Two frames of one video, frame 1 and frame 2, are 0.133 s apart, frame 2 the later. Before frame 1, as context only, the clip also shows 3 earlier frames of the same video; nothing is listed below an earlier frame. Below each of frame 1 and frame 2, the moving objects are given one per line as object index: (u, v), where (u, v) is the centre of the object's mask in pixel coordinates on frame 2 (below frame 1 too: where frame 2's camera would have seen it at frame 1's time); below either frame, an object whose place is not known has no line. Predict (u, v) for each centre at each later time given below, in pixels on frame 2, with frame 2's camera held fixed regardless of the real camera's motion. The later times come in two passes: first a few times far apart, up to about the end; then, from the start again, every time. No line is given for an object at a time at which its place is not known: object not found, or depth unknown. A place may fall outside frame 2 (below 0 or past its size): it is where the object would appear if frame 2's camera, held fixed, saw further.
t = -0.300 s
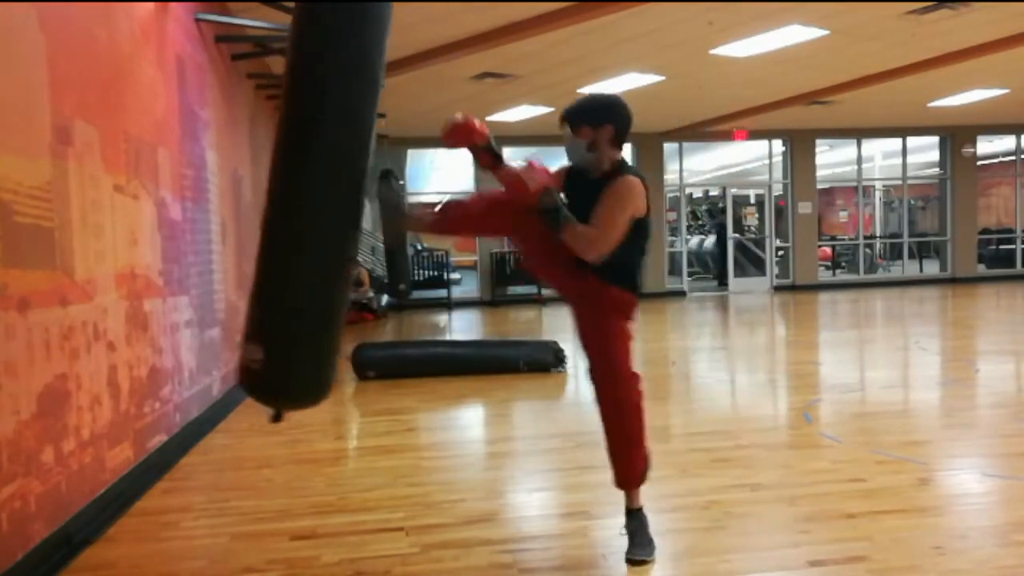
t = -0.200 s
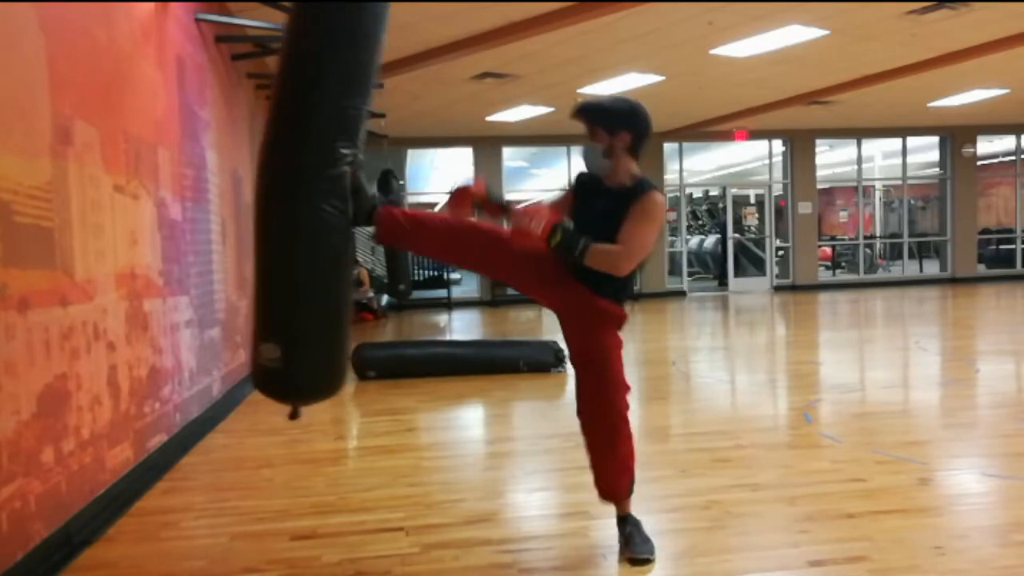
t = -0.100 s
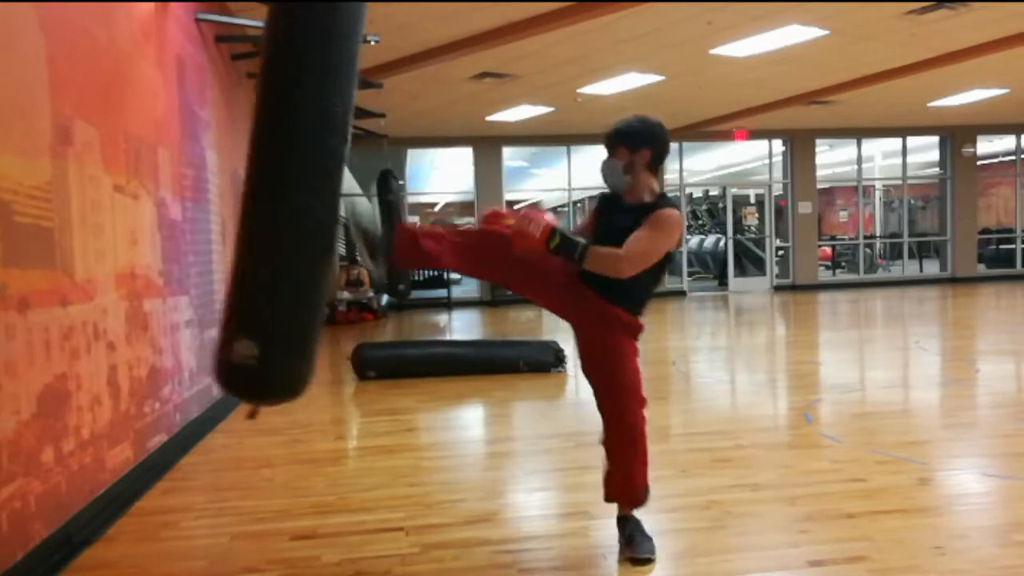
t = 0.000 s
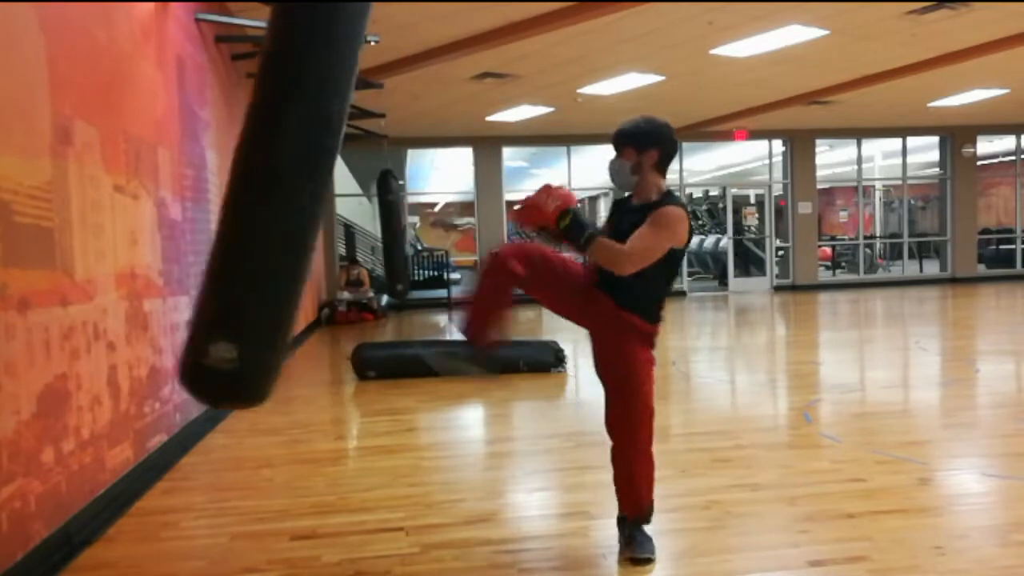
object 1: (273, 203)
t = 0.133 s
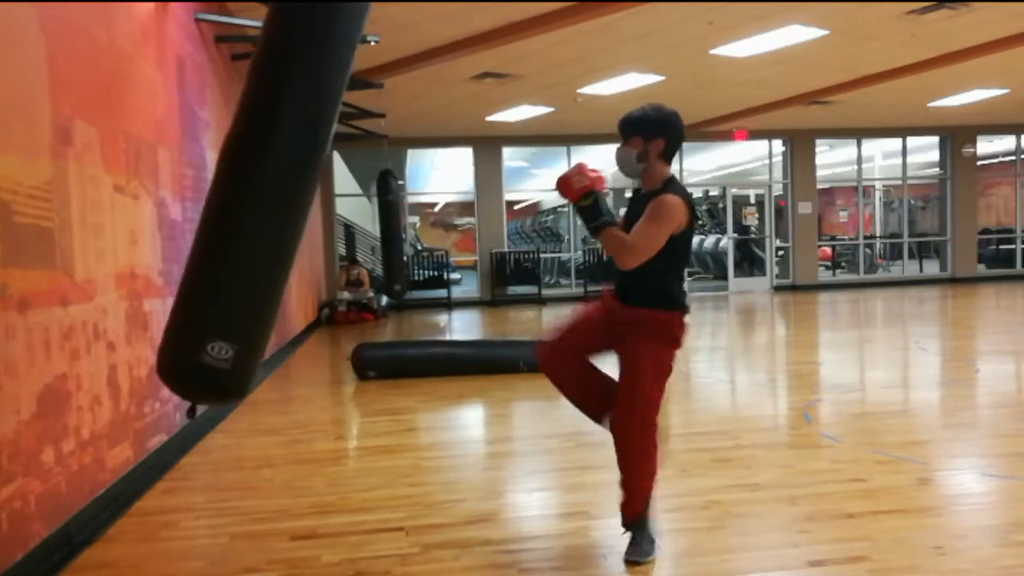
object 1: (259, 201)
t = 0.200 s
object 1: (255, 202)
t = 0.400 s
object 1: (260, 206)
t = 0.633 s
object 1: (299, 210)
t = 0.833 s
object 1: (349, 208)
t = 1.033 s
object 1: (398, 201)
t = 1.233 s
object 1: (435, 194)
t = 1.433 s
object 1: (452, 188)
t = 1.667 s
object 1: (444, 189)
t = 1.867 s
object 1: (415, 193)
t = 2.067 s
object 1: (373, 200)
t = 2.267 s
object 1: (328, 201)
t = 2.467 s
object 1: (291, 202)
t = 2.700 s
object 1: (272, 203)
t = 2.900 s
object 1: (284, 205)
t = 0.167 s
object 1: (256, 202)
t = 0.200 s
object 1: (255, 202)
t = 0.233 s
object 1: (254, 203)
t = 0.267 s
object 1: (253, 204)
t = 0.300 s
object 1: (254, 204)
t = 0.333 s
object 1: (255, 204)
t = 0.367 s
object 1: (257, 205)
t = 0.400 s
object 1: (260, 206)
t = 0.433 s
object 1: (264, 206)
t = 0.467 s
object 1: (269, 206)
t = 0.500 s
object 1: (273, 207)
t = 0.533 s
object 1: (279, 208)
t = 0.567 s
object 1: (285, 208)
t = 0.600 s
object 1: (292, 209)
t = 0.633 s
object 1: (299, 210)
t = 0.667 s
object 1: (307, 210)
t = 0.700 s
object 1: (315, 210)
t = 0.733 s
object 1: (323, 210)
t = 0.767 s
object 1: (332, 211)
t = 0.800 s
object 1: (342, 210)
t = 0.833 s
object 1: (349, 208)
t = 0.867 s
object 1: (358, 209)
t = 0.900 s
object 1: (366, 207)
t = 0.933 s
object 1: (374, 207)
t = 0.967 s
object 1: (383, 205)
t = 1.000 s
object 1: (391, 202)
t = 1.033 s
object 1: (398, 201)
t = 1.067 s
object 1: (406, 200)
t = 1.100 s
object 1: (413, 199)
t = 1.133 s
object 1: (419, 197)
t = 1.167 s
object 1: (425, 196)
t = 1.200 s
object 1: (431, 195)
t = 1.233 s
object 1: (435, 194)
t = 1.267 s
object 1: (440, 193)
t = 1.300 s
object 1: (444, 192)
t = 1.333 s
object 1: (447, 190)
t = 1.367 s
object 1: (449, 189)
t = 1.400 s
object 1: (451, 189)
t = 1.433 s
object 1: (452, 188)
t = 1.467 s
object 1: (453, 188)
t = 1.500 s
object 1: (453, 188)
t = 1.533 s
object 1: (453, 188)
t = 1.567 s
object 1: (451, 188)
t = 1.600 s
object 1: (450, 188)
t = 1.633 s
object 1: (447, 188)
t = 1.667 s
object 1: (444, 189)
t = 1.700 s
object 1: (441, 189)
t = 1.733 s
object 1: (437, 190)
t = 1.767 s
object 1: (432, 191)
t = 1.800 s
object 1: (427, 192)
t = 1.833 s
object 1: (421, 193)
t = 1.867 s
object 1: (415, 193)
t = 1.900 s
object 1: (408, 193)
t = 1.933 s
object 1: (402, 193)
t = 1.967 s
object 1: (395, 195)
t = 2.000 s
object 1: (388, 196)
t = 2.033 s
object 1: (381, 198)
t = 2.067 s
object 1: (373, 200)
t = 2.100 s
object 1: (365, 200)
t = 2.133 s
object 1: (358, 200)
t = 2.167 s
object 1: (351, 201)
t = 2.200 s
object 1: (343, 201)
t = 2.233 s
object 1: (336, 202)
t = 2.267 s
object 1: (328, 201)
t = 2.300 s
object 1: (321, 202)
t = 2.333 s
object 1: (314, 201)
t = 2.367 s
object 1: (308, 202)
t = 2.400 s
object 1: (302, 202)
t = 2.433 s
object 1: (297, 202)
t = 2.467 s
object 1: (291, 202)
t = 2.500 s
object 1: (287, 202)
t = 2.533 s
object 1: (283, 203)
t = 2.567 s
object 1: (280, 203)
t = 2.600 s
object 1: (274, 202)
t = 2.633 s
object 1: (273, 202)
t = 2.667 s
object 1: (272, 202)
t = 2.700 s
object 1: (272, 203)
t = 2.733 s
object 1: (272, 203)
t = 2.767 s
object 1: (273, 203)
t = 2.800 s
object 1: (275, 203)
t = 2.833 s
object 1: (278, 203)
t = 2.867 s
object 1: (281, 204)
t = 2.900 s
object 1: (284, 205)
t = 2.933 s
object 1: (289, 204)
